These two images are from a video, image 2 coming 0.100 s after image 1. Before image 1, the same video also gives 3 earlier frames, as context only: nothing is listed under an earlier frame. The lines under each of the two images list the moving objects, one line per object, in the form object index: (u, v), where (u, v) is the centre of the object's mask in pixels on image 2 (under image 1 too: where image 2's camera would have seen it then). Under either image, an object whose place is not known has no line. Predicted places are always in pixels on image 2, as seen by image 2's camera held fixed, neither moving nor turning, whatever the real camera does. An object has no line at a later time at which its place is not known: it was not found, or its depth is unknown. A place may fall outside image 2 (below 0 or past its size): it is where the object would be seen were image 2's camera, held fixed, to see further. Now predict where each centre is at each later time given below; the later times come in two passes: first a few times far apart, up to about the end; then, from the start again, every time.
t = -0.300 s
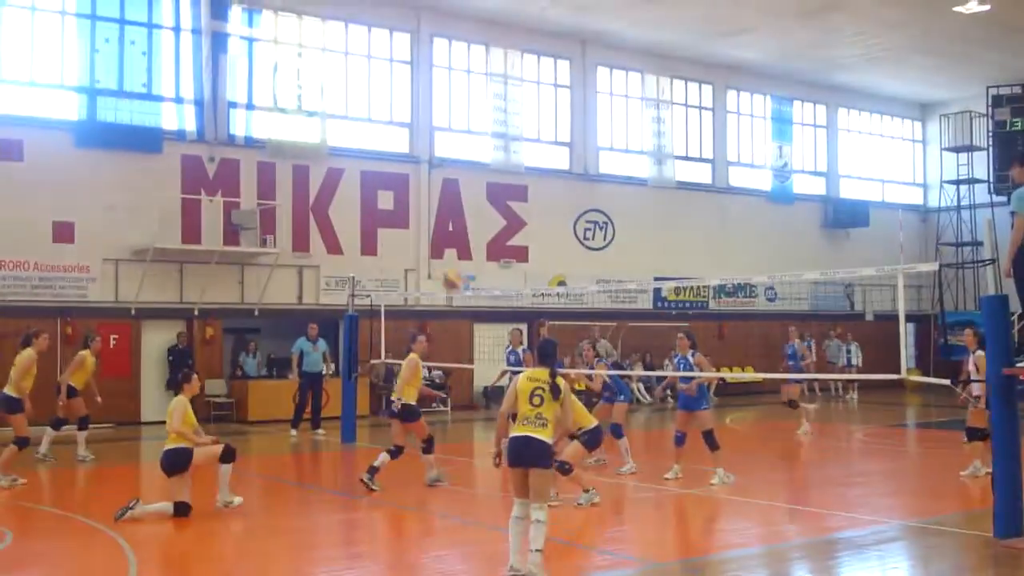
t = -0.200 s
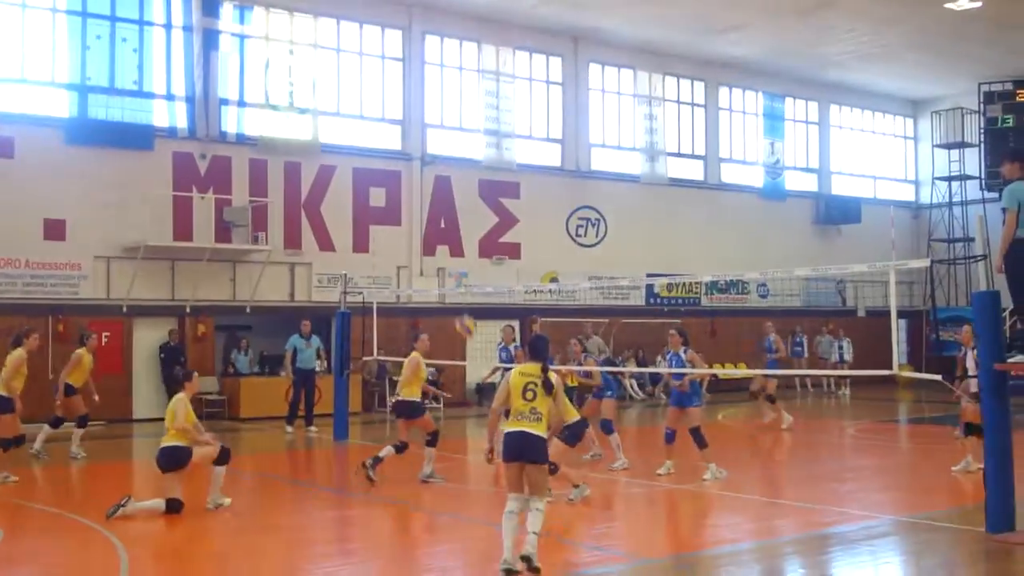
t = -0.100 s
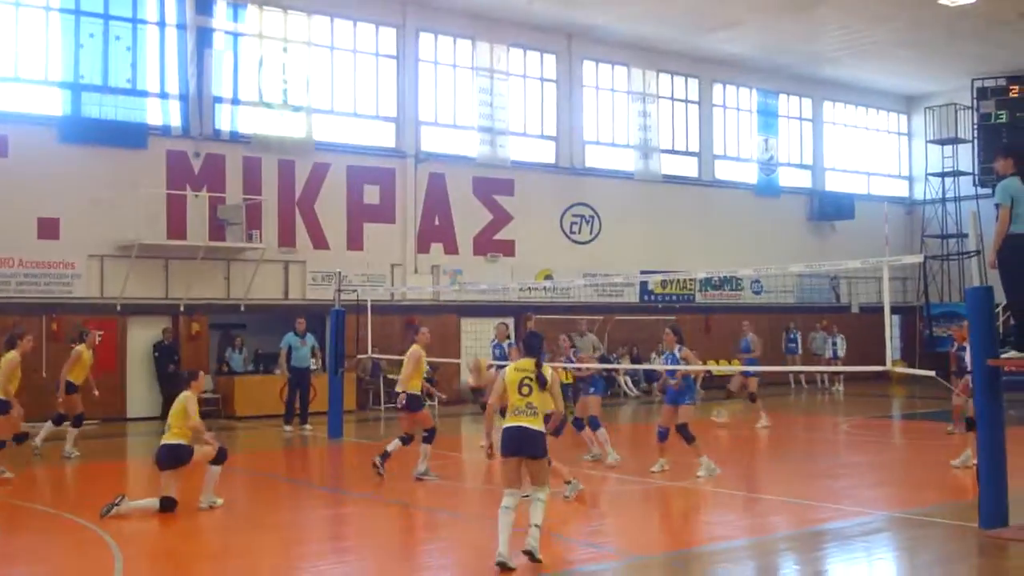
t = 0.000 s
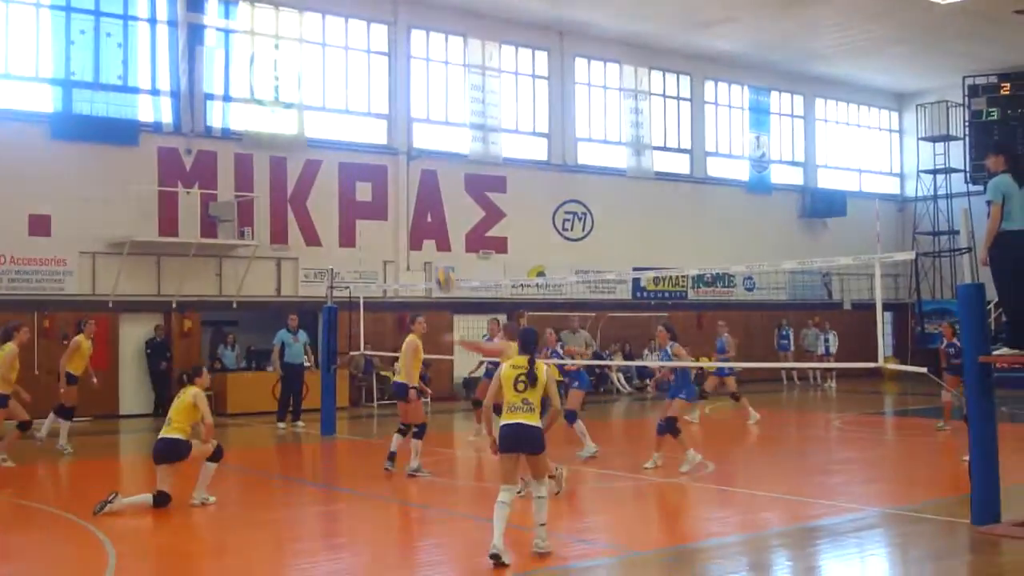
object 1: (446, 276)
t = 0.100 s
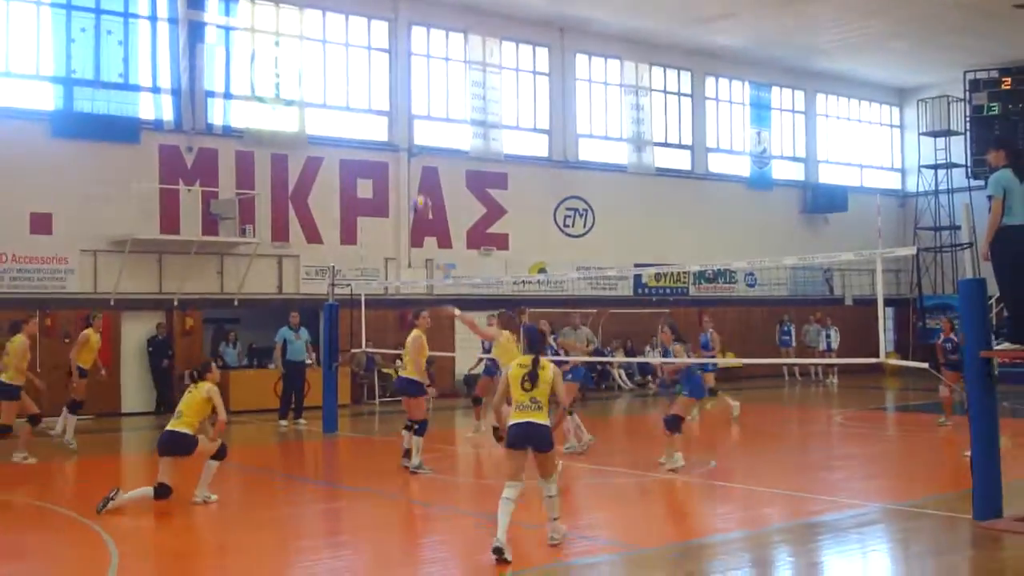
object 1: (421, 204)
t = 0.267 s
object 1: (383, 119)
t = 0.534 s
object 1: (339, 53)
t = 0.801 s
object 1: (298, 52)
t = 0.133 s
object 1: (412, 185)
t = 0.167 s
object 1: (405, 167)
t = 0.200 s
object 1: (397, 148)
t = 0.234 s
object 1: (388, 133)
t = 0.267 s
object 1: (383, 119)
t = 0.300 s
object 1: (379, 108)
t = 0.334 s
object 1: (372, 98)
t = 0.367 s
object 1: (366, 87)
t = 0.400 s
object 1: (361, 78)
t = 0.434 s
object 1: (354, 70)
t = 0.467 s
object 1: (349, 63)
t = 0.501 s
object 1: (343, 58)
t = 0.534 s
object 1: (339, 53)
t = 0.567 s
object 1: (332, 51)
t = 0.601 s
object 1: (327, 48)
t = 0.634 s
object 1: (321, 46)
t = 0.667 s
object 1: (317, 45)
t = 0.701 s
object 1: (311, 45)
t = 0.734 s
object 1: (306, 46)
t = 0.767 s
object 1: (302, 48)
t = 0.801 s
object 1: (298, 52)
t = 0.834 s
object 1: (294, 55)
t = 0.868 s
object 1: (289, 60)
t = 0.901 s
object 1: (284, 64)
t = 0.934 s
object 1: (280, 71)
